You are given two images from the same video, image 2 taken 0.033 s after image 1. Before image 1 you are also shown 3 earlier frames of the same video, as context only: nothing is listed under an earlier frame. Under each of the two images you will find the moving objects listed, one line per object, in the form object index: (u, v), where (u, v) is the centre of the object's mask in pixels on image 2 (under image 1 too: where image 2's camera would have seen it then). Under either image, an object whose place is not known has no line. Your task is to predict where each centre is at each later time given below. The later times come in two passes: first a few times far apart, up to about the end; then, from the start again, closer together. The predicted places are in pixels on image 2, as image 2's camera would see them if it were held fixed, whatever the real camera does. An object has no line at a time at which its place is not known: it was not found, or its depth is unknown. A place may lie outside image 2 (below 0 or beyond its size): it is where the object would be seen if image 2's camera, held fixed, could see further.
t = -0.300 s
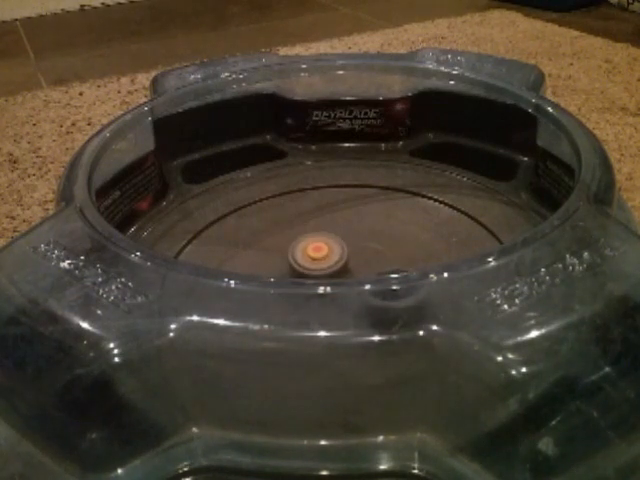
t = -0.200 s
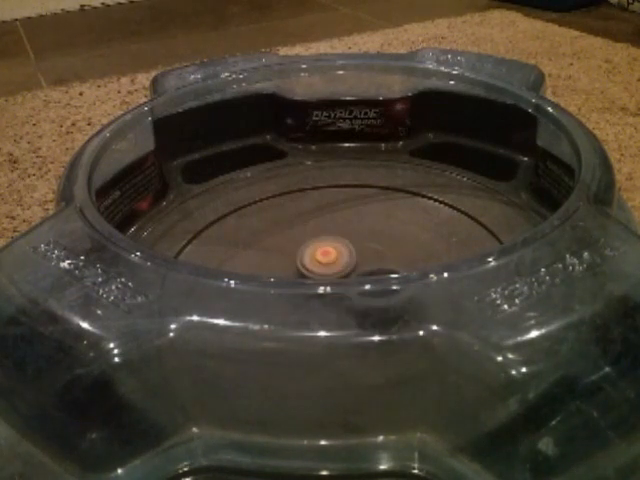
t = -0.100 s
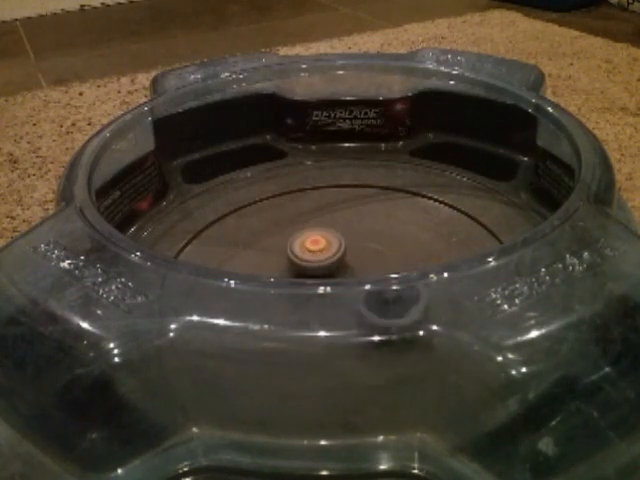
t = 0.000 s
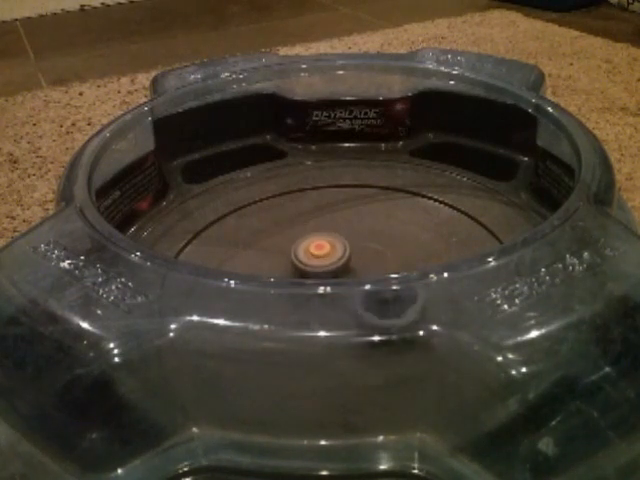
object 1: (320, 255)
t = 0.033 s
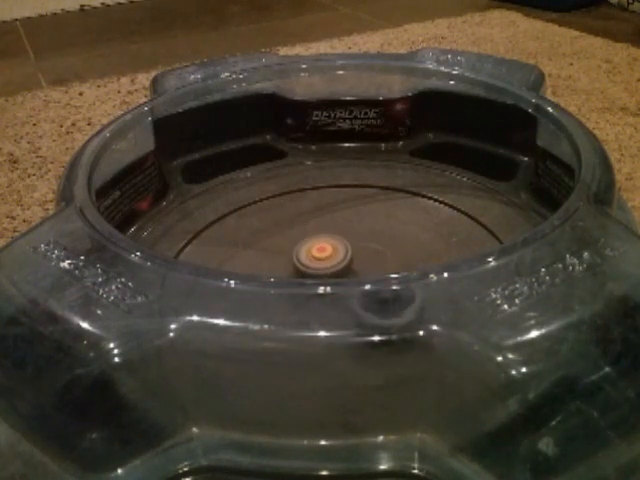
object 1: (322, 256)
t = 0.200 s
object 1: (330, 261)
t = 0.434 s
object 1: (320, 257)
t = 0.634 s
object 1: (318, 264)
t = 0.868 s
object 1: (307, 258)
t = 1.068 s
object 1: (300, 264)
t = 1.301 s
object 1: (293, 265)
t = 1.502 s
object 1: (293, 266)
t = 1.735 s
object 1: (298, 267)
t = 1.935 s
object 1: (310, 267)
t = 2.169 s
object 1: (320, 265)
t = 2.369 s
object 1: (320, 264)
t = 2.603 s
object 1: (311, 263)
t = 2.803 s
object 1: (309, 266)
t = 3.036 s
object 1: (302, 268)
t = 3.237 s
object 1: (299, 270)
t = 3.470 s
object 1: (280, 265)
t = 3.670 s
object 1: (276, 264)
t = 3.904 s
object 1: (289, 266)
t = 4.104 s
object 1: (310, 267)
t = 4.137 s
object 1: (313, 266)
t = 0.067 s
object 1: (323, 257)
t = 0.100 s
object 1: (326, 259)
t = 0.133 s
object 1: (327, 260)
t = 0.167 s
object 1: (329, 262)
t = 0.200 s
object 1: (330, 261)
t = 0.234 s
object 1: (325, 257)
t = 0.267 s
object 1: (323, 254)
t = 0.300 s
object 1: (322, 253)
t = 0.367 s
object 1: (321, 254)
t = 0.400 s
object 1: (321, 255)
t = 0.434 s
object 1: (320, 257)
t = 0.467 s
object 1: (320, 258)
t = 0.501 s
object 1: (320, 260)
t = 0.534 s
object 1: (319, 261)
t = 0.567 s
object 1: (318, 262)
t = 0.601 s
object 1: (318, 263)
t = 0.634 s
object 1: (318, 264)
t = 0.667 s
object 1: (319, 265)
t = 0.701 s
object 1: (321, 265)
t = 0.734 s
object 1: (317, 262)
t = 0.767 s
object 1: (313, 258)
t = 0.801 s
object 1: (311, 256)
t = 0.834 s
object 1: (309, 257)
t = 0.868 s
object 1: (307, 258)
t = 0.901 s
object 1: (305, 259)
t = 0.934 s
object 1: (304, 260)
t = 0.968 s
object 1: (302, 261)
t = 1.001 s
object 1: (302, 262)
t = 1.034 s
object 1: (300, 263)
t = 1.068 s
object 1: (300, 264)
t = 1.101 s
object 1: (299, 264)
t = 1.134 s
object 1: (295, 263)
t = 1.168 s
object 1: (293, 263)
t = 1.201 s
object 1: (293, 263)
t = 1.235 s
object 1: (293, 264)
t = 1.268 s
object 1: (293, 264)
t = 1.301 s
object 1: (293, 265)
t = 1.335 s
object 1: (292, 265)
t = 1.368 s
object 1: (291, 264)
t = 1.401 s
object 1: (292, 265)
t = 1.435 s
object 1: (292, 265)
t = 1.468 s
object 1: (292, 265)
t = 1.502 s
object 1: (293, 266)
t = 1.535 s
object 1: (294, 266)
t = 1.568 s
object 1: (293, 266)
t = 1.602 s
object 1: (293, 266)
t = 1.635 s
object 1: (293, 266)
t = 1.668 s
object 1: (294, 266)
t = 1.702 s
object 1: (296, 266)
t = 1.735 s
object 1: (298, 267)
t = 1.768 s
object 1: (300, 267)
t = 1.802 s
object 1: (302, 267)
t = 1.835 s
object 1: (305, 267)
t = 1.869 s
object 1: (307, 267)
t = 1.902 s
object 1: (310, 267)
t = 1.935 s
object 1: (310, 267)
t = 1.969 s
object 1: (311, 266)
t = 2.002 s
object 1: (312, 266)
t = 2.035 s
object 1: (313, 266)
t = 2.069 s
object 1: (315, 265)
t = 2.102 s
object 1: (316, 265)
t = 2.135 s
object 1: (318, 265)
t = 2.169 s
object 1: (320, 265)
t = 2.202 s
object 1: (322, 265)
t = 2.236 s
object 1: (320, 265)
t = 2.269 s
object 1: (318, 265)
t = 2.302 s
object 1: (318, 264)
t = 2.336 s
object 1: (319, 264)
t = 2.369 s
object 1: (320, 264)
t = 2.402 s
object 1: (321, 264)
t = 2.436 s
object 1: (323, 265)
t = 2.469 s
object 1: (324, 265)
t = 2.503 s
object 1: (325, 265)
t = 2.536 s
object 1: (324, 264)
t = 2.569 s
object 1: (316, 264)
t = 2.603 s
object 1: (311, 263)
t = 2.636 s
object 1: (310, 263)
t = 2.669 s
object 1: (309, 264)
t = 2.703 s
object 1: (309, 264)
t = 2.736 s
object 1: (309, 265)
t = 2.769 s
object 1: (309, 265)
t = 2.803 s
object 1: (309, 266)
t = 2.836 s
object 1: (309, 266)
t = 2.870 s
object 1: (309, 267)
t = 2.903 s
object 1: (309, 267)
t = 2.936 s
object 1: (309, 268)
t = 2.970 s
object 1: (306, 268)
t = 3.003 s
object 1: (303, 268)
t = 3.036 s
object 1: (302, 268)
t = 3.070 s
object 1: (302, 268)
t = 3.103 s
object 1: (302, 269)
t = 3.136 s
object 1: (301, 269)
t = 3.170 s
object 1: (299, 269)
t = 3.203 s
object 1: (299, 269)
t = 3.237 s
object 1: (299, 270)
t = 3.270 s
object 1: (299, 270)
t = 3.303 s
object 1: (300, 270)
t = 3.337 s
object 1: (301, 270)
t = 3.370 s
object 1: (302, 271)
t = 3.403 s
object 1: (295, 269)
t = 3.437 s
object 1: (287, 266)
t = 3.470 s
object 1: (280, 265)
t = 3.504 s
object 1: (277, 264)
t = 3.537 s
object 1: (277, 264)
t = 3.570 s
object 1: (276, 264)
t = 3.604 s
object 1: (275, 264)
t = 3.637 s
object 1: (275, 264)
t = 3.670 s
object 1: (276, 264)
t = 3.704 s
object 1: (277, 264)
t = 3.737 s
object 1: (278, 265)
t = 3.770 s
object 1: (279, 265)
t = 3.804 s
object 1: (281, 265)
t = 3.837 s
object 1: (283, 265)
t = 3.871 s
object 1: (286, 266)
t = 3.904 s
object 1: (289, 266)
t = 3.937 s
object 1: (292, 266)
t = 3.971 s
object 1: (295, 266)
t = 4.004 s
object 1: (299, 267)
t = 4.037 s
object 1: (303, 267)
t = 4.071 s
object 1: (308, 267)
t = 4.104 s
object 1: (310, 267)
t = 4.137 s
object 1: (313, 266)
